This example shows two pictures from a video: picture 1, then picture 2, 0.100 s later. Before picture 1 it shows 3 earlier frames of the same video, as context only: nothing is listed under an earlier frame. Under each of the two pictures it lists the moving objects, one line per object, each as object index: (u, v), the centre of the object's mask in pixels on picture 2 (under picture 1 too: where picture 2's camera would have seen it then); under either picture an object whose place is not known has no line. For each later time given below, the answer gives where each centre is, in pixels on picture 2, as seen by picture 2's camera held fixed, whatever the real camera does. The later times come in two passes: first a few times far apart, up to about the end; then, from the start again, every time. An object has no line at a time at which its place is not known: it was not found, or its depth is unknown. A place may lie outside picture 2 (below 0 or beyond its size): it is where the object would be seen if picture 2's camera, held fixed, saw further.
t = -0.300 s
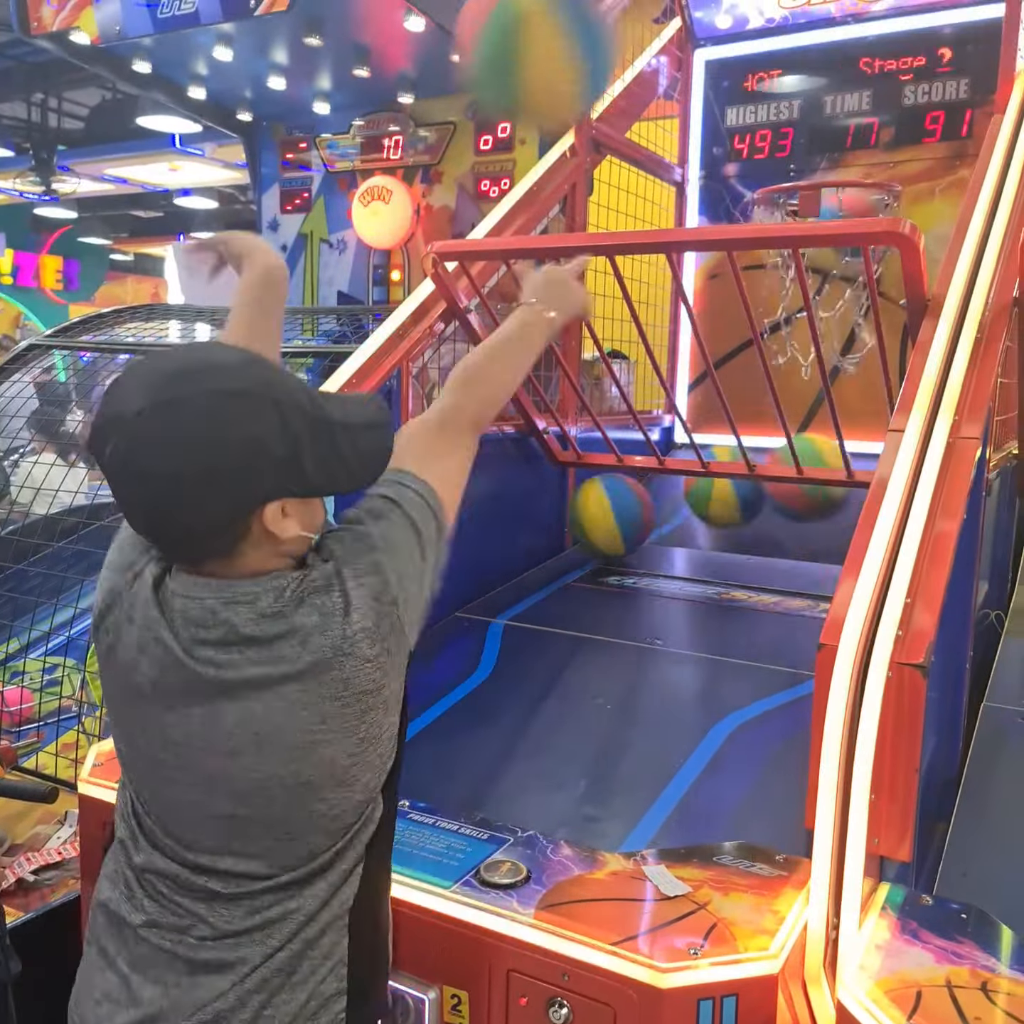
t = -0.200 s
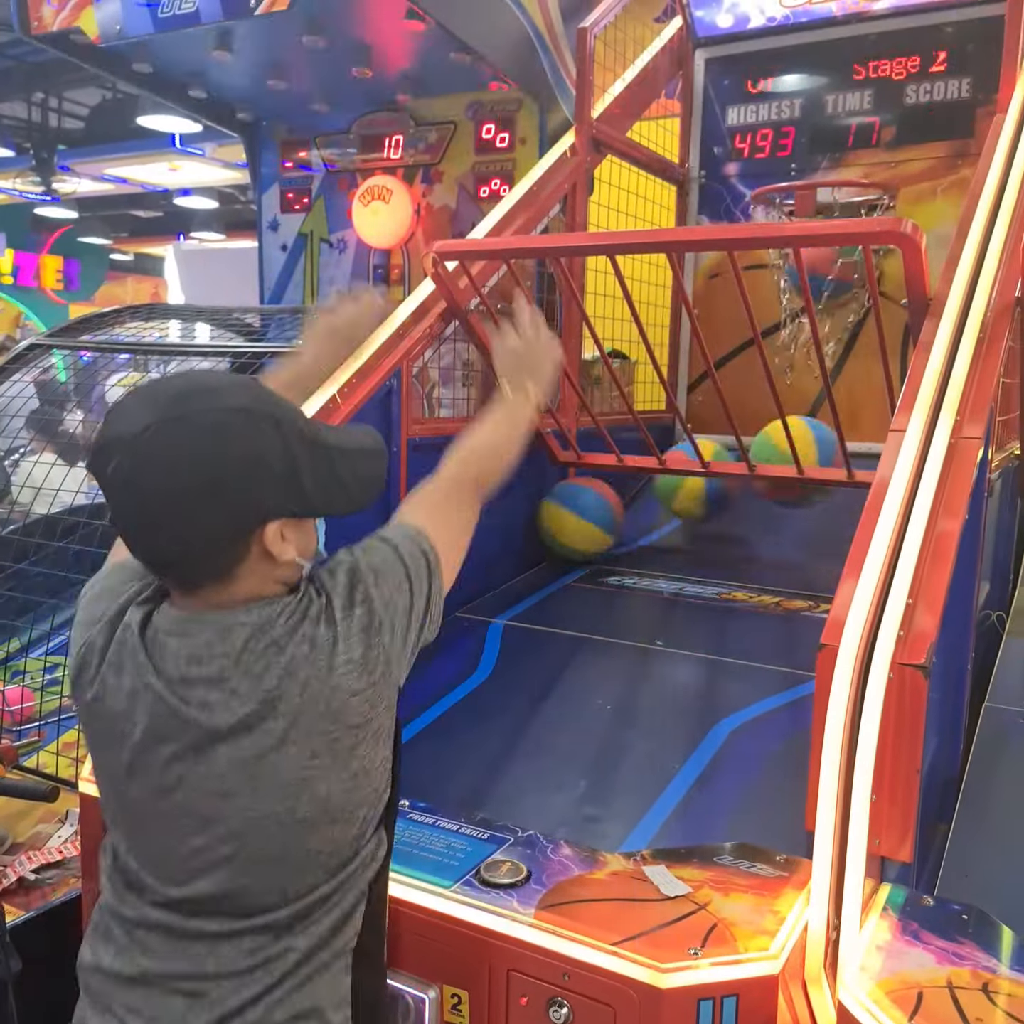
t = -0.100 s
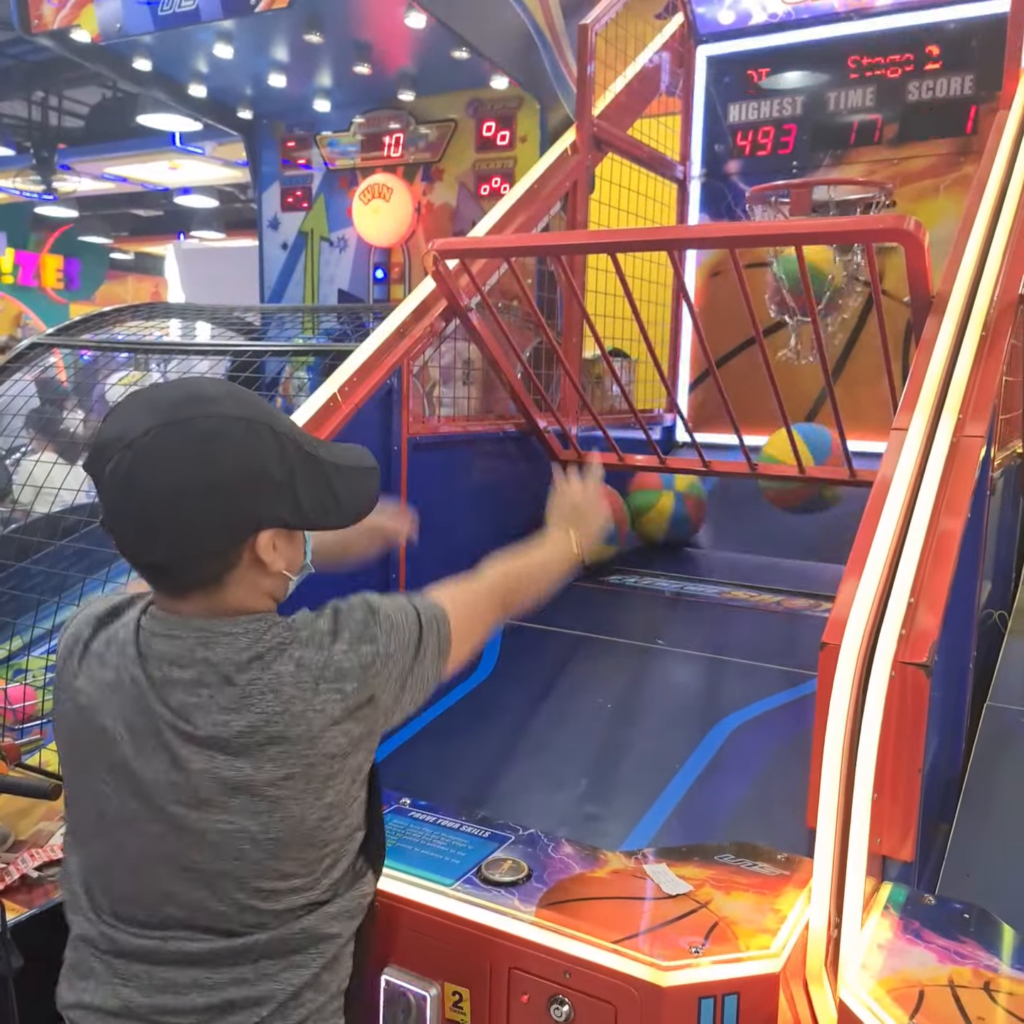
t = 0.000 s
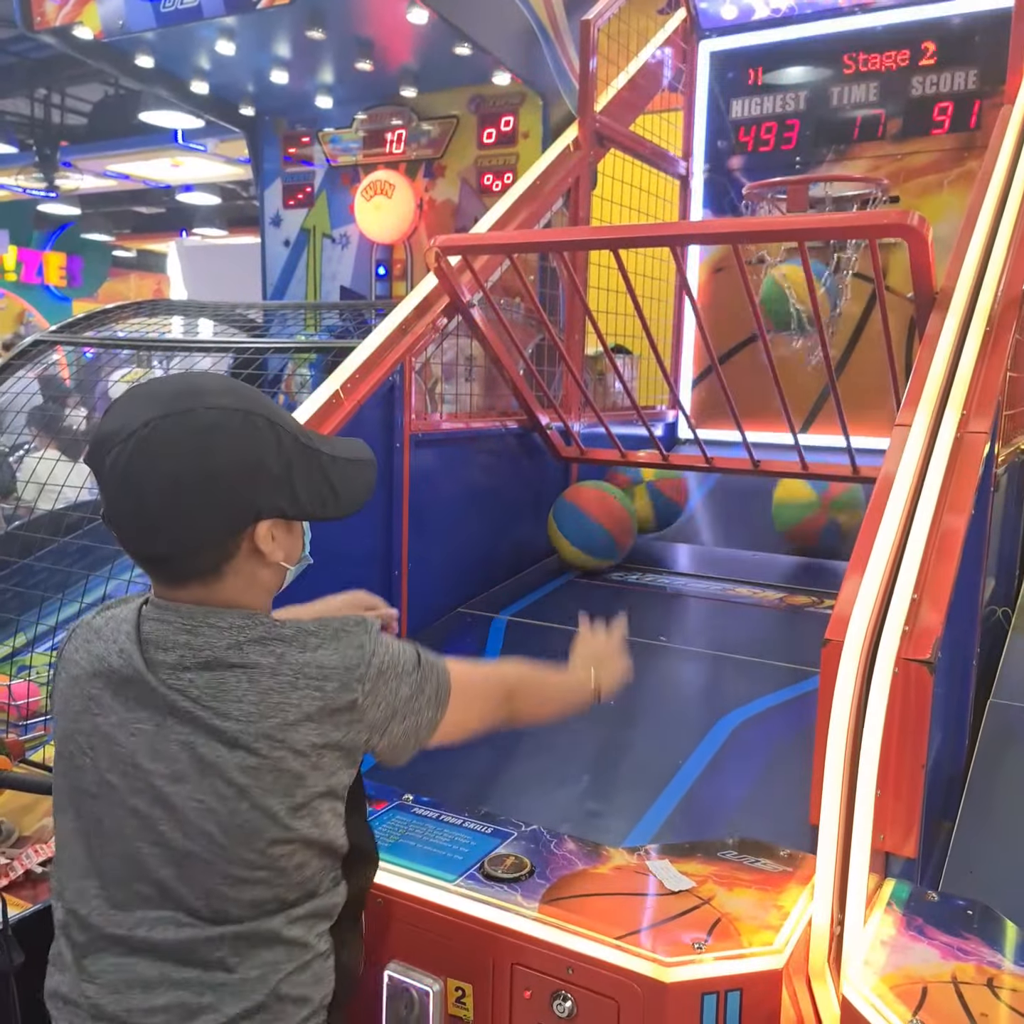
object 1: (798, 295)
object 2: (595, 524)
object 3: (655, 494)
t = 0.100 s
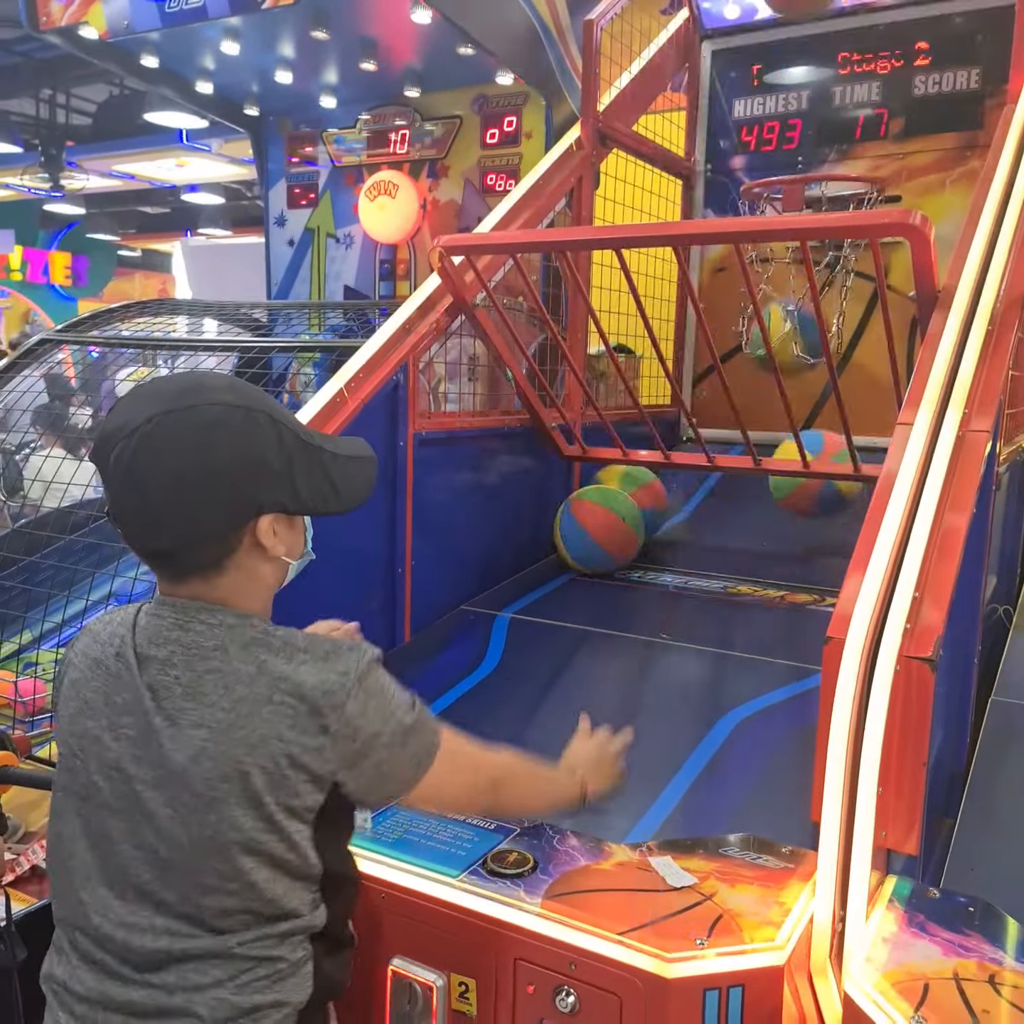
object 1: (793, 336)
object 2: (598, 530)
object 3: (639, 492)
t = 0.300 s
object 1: (763, 429)
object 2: (606, 543)
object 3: (576, 495)
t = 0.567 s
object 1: (731, 437)
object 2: (607, 568)
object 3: (558, 521)
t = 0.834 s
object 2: (595, 611)
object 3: (526, 552)
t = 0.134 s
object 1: (786, 354)
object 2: (600, 531)
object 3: (627, 484)
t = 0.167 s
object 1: (775, 380)
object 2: (601, 532)
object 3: (614, 482)
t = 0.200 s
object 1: (773, 404)
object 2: (603, 535)
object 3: (599, 483)
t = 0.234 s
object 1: (772, 420)
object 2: (605, 538)
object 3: (583, 493)
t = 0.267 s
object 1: (763, 434)
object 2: (605, 540)
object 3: (574, 495)
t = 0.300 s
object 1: (763, 429)
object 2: (606, 543)
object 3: (576, 495)
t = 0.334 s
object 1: (760, 423)
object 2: (607, 546)
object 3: (577, 497)
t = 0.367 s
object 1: (757, 417)
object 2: (607, 548)
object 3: (575, 503)
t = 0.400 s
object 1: (754, 415)
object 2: (608, 552)
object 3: (574, 503)
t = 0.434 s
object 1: (752, 415)
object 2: (608, 554)
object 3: (572, 506)
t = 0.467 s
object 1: (749, 417)
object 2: (608, 558)
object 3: (567, 512)
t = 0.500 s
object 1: (746, 421)
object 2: (608, 561)
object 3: (564, 514)
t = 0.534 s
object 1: (741, 429)
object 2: (608, 565)
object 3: (561, 517)
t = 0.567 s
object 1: (731, 437)
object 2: (607, 568)
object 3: (558, 521)
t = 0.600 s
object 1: (723, 424)
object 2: (607, 573)
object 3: (555, 524)
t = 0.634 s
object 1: (718, 420)
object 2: (606, 577)
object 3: (551, 529)
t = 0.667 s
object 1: (713, 418)
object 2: (605, 582)
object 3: (547, 532)
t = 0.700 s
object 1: (705, 420)
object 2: (604, 587)
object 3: (544, 536)
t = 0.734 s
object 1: (703, 422)
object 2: (602, 593)
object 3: (539, 540)
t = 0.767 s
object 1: (702, 426)
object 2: (600, 599)
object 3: (535, 544)
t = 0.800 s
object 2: (597, 605)
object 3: (531, 548)
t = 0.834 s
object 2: (595, 611)
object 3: (526, 552)
